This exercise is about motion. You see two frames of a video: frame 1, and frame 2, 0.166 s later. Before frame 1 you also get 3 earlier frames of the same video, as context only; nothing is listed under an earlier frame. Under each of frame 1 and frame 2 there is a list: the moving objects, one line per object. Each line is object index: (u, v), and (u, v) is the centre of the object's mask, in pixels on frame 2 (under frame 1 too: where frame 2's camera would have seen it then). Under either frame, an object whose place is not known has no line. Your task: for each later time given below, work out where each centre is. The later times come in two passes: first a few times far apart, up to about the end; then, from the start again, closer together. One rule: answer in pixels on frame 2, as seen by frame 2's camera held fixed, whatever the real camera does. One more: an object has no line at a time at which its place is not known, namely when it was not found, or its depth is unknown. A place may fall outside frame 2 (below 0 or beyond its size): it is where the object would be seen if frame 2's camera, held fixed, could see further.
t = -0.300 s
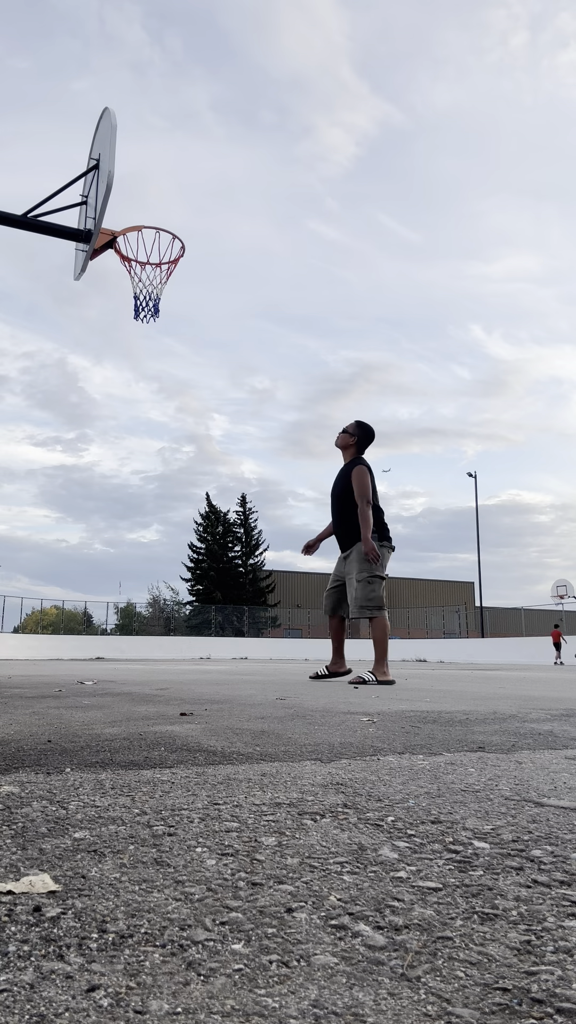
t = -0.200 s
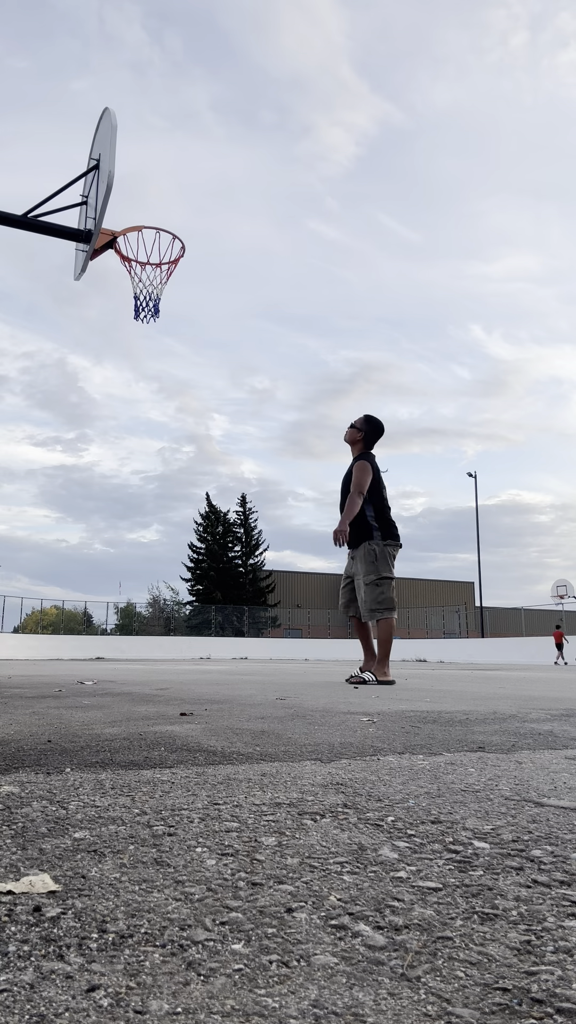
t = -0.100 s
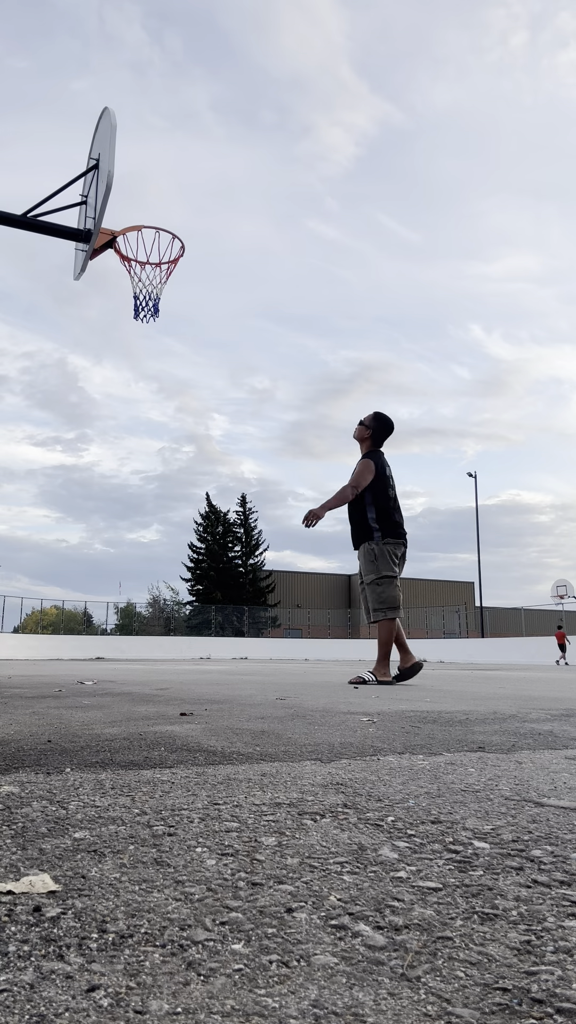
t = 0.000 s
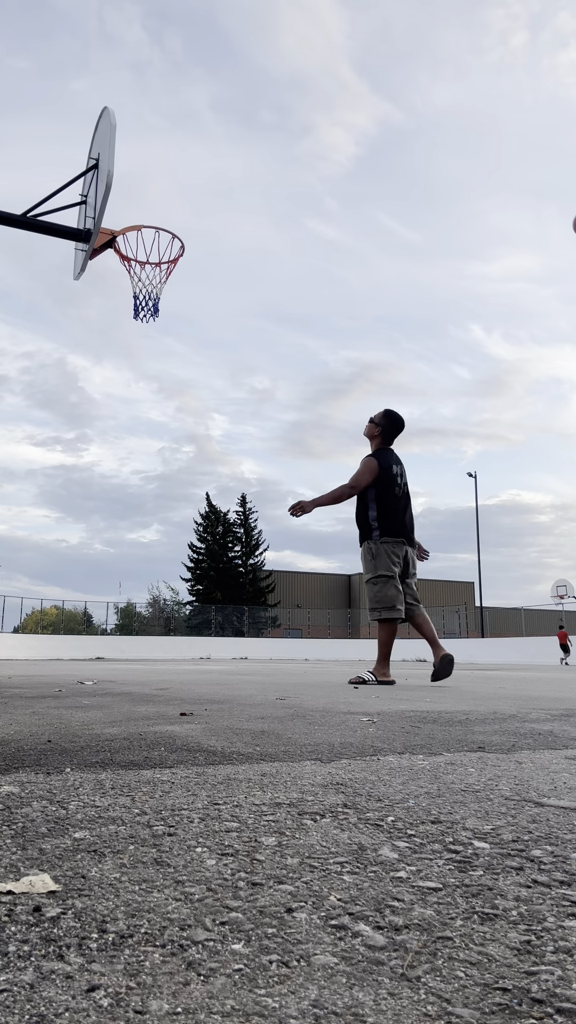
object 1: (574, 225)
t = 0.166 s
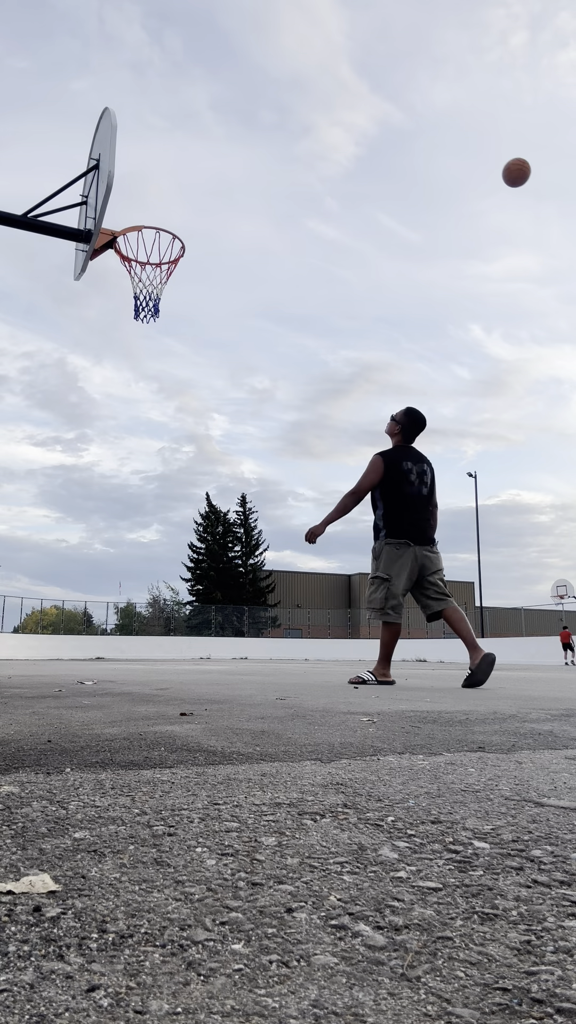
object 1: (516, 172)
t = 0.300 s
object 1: (458, 151)
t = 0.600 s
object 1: (319, 171)
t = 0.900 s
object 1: (177, 309)
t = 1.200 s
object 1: (112, 586)
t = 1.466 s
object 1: (131, 510)
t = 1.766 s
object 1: (170, 406)
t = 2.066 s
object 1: (200, 416)
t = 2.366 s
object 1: (224, 525)
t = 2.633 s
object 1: (242, 635)
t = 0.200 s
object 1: (502, 165)
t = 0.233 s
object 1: (488, 159)
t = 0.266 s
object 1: (473, 154)
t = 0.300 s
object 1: (458, 151)
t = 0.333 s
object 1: (444, 148)
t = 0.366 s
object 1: (429, 146)
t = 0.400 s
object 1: (414, 146)
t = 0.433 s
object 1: (399, 147)
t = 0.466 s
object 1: (383, 149)
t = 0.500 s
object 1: (368, 152)
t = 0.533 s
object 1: (352, 157)
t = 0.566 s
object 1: (336, 163)
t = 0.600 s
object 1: (319, 171)
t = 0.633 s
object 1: (303, 179)
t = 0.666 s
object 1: (286, 190)
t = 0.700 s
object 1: (268, 201)
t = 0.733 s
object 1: (250, 215)
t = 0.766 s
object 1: (232, 230)
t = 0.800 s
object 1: (213, 246)
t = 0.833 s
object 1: (194, 265)
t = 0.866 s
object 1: (183, 285)
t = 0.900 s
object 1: (177, 309)
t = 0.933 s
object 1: (171, 333)
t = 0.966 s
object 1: (164, 359)
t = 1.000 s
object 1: (157, 386)
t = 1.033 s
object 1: (151, 415)
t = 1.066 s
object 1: (144, 446)
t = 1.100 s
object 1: (136, 478)
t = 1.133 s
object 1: (129, 512)
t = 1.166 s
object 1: (121, 548)
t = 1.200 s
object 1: (112, 586)
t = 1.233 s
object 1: (104, 626)
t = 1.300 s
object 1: (103, 633)
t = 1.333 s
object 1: (109, 604)
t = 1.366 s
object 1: (115, 578)
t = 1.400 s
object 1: (121, 553)
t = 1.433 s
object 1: (126, 531)
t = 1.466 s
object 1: (131, 510)
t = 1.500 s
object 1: (136, 492)
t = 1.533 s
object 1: (141, 476)
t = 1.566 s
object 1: (145, 461)
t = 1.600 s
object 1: (150, 448)
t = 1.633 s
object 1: (154, 437)
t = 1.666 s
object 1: (158, 427)
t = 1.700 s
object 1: (162, 419)
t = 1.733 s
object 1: (166, 412)
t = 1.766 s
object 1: (170, 406)
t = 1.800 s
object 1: (173, 402)
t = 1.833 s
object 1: (177, 400)
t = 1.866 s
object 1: (180, 398)
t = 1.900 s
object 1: (184, 398)
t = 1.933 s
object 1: (187, 399)
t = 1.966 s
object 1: (190, 402)
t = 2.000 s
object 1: (194, 406)
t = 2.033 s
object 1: (197, 411)
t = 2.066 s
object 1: (200, 416)
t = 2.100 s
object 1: (203, 424)
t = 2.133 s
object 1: (206, 432)
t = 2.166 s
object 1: (208, 442)
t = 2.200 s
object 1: (211, 453)
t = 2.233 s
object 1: (214, 465)
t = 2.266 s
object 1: (217, 478)
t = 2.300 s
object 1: (219, 493)
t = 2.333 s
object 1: (221, 508)
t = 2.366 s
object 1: (224, 525)
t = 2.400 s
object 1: (226, 543)
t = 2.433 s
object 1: (229, 562)
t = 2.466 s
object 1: (231, 582)
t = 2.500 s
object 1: (233, 604)
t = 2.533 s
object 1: (235, 627)
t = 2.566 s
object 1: (237, 652)
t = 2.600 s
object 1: (240, 654)
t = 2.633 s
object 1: (242, 635)
